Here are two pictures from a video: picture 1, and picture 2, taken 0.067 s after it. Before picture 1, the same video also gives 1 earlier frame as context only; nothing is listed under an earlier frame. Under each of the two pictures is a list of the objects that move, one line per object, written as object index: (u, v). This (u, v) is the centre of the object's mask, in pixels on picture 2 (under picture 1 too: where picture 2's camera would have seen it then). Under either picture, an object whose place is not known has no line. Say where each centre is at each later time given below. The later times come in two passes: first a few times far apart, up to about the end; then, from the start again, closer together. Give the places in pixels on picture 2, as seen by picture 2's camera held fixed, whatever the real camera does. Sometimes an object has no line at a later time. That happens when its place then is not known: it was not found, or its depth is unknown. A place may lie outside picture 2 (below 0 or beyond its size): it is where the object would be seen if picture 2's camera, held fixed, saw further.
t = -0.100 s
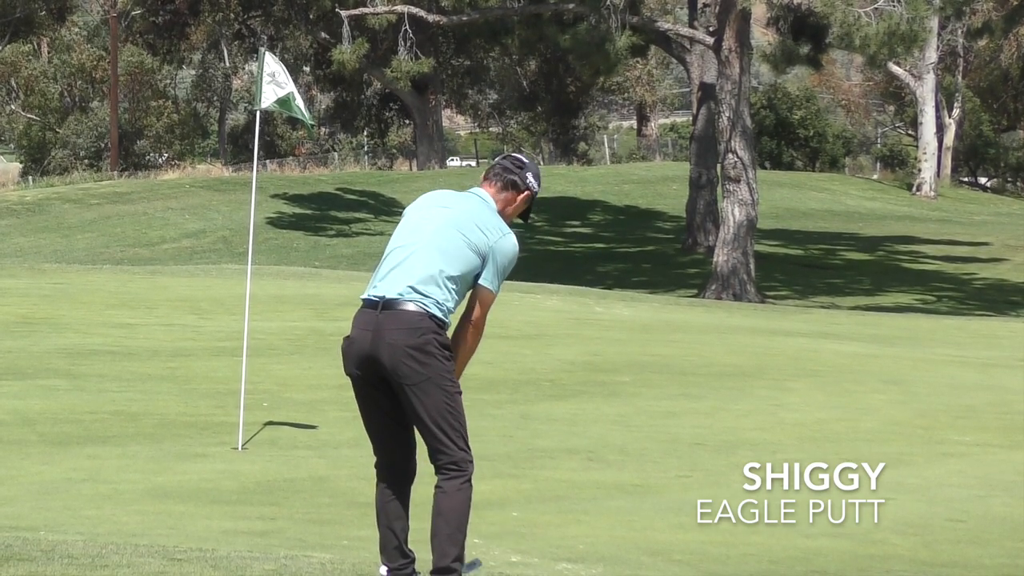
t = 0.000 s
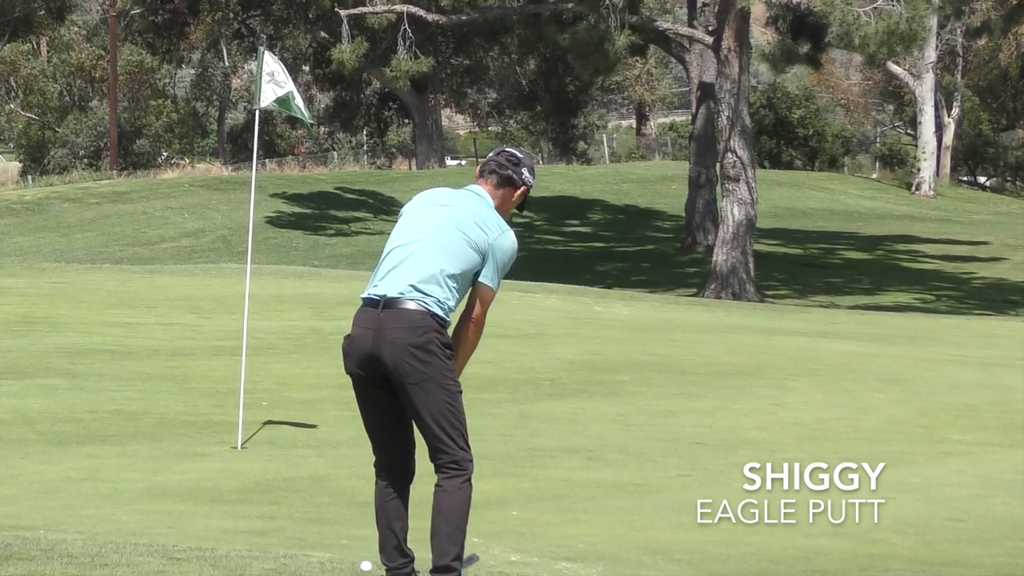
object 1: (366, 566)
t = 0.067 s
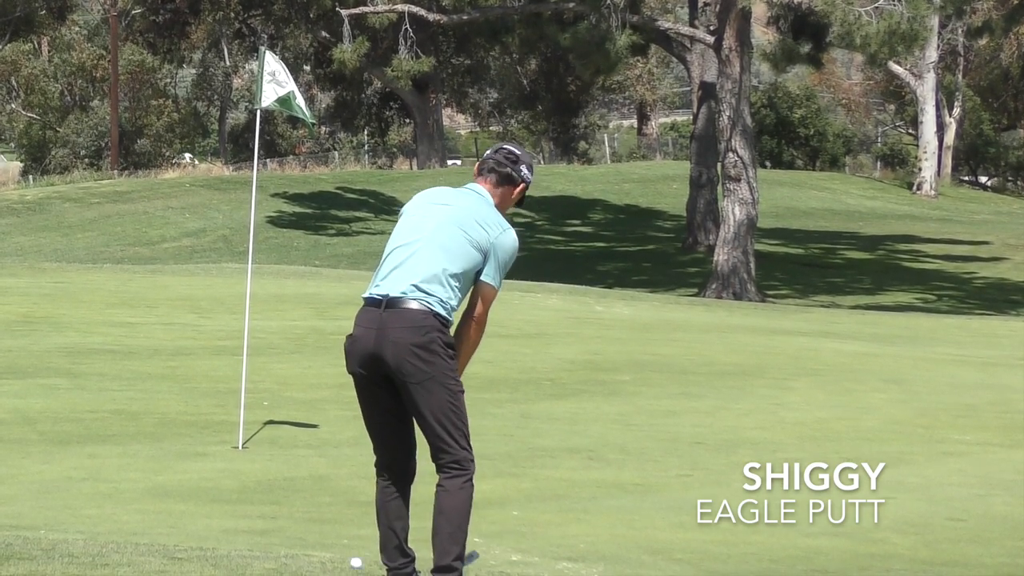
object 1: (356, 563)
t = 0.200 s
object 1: (336, 556)
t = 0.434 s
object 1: (308, 547)
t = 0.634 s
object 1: (289, 538)
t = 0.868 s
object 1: (271, 529)
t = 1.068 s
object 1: (260, 520)
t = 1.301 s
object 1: (248, 511)
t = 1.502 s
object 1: (240, 504)
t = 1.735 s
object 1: (233, 496)
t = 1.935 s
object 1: (227, 489)
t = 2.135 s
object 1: (223, 484)
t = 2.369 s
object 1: (219, 478)
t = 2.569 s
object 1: (216, 473)
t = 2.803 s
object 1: (217, 468)
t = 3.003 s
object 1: (218, 465)
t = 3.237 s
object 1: (221, 461)
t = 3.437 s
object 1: (224, 458)
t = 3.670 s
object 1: (229, 456)
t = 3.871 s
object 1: (232, 454)
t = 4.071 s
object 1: (236, 452)
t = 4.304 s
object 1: (241, 451)
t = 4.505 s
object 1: (244, 450)
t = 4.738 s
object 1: (249, 449)
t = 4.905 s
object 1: (252, 449)
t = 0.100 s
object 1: (350, 561)
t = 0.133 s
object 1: (345, 559)
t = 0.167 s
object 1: (340, 557)
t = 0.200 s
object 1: (336, 556)
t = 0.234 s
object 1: (332, 555)
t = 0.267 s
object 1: (327, 553)
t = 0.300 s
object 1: (322, 551)
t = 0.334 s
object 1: (319, 550)
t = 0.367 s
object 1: (315, 549)
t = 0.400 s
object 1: (312, 548)
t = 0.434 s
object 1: (308, 547)
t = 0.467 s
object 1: (305, 545)
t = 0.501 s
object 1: (302, 544)
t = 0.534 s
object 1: (298, 543)
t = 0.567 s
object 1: (295, 541)
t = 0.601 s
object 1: (292, 539)
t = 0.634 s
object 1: (289, 538)
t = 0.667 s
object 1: (286, 537)
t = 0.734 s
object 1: (281, 534)
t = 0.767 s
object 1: (279, 533)
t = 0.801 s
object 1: (276, 531)
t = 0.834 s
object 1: (274, 530)
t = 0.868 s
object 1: (271, 529)
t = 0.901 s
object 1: (270, 527)
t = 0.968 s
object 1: (265, 524)
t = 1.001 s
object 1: (264, 523)
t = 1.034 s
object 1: (262, 522)
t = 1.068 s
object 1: (260, 520)
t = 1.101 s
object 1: (258, 519)
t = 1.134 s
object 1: (257, 518)
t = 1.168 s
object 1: (255, 517)
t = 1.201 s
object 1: (253, 515)
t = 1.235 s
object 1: (251, 514)
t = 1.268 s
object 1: (250, 513)
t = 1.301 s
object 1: (248, 511)
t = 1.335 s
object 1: (247, 510)
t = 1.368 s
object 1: (246, 509)
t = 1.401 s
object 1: (244, 508)
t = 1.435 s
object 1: (242, 507)
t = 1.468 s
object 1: (241, 506)
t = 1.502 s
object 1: (240, 504)
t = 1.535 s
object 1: (239, 503)
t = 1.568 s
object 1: (238, 502)
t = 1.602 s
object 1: (236, 501)
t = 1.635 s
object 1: (236, 499)
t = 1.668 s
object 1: (235, 498)
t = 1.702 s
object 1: (234, 497)
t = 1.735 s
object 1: (233, 496)
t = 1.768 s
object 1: (231, 495)
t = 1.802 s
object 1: (230, 494)
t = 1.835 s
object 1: (230, 492)
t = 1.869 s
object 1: (229, 491)
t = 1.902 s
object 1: (228, 490)
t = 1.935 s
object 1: (227, 489)
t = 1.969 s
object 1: (226, 488)
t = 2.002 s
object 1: (226, 487)
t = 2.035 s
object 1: (225, 486)
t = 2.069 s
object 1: (224, 485)
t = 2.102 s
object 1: (223, 484)
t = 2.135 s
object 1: (223, 484)
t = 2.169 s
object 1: (222, 483)
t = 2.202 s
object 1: (221, 482)
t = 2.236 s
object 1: (221, 481)
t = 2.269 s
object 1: (220, 480)
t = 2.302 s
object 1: (220, 479)
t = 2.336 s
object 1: (219, 478)
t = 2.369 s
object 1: (219, 478)
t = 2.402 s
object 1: (218, 476)
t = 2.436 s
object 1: (218, 476)
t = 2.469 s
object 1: (218, 475)
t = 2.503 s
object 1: (217, 474)
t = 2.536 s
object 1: (216, 474)
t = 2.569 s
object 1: (216, 473)
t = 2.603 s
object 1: (217, 472)
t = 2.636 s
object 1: (216, 471)
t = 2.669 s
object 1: (216, 471)
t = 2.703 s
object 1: (216, 470)
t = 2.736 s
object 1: (216, 469)
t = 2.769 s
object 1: (216, 469)
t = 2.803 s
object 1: (217, 468)
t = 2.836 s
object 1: (217, 468)
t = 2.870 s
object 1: (217, 467)
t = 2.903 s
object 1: (217, 466)
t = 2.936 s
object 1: (217, 466)
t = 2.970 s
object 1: (218, 465)
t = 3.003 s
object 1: (218, 465)
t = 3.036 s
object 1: (218, 464)
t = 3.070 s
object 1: (219, 464)
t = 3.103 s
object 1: (220, 463)
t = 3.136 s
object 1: (220, 462)
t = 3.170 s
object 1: (220, 462)
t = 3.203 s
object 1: (221, 461)
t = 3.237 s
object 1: (221, 461)
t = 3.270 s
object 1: (222, 460)
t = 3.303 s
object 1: (223, 460)
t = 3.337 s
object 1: (223, 460)
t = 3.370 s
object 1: (223, 459)
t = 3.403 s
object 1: (223, 459)
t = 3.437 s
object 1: (224, 458)
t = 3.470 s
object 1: (225, 458)
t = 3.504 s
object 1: (226, 458)
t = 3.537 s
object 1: (226, 457)
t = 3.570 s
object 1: (226, 457)
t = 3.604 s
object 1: (227, 457)
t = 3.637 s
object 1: (228, 456)
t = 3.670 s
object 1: (229, 456)
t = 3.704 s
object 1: (229, 456)
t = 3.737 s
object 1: (229, 455)
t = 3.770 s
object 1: (230, 455)
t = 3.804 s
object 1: (231, 455)
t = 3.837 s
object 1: (232, 454)
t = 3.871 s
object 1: (232, 454)
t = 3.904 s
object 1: (233, 454)
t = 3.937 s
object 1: (234, 453)
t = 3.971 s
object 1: (234, 453)
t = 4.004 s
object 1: (235, 453)
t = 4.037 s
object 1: (235, 453)
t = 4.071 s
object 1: (236, 452)
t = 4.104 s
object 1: (237, 452)
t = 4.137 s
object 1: (238, 452)
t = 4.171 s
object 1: (238, 452)
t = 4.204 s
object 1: (238, 451)
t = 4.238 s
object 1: (239, 452)
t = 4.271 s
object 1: (240, 451)
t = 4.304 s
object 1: (241, 451)
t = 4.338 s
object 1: (241, 451)
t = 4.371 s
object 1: (241, 450)
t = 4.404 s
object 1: (242, 450)
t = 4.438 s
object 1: (243, 450)
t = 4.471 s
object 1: (244, 450)
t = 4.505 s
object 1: (244, 450)
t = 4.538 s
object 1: (244, 450)
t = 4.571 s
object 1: (245, 450)
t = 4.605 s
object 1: (246, 449)
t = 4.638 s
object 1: (247, 449)
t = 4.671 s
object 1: (247, 449)
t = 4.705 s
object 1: (247, 449)
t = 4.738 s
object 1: (249, 449)
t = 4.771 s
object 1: (250, 449)
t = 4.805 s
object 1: (250, 449)
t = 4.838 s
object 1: (250, 449)
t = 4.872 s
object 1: (251, 449)
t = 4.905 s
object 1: (252, 449)
